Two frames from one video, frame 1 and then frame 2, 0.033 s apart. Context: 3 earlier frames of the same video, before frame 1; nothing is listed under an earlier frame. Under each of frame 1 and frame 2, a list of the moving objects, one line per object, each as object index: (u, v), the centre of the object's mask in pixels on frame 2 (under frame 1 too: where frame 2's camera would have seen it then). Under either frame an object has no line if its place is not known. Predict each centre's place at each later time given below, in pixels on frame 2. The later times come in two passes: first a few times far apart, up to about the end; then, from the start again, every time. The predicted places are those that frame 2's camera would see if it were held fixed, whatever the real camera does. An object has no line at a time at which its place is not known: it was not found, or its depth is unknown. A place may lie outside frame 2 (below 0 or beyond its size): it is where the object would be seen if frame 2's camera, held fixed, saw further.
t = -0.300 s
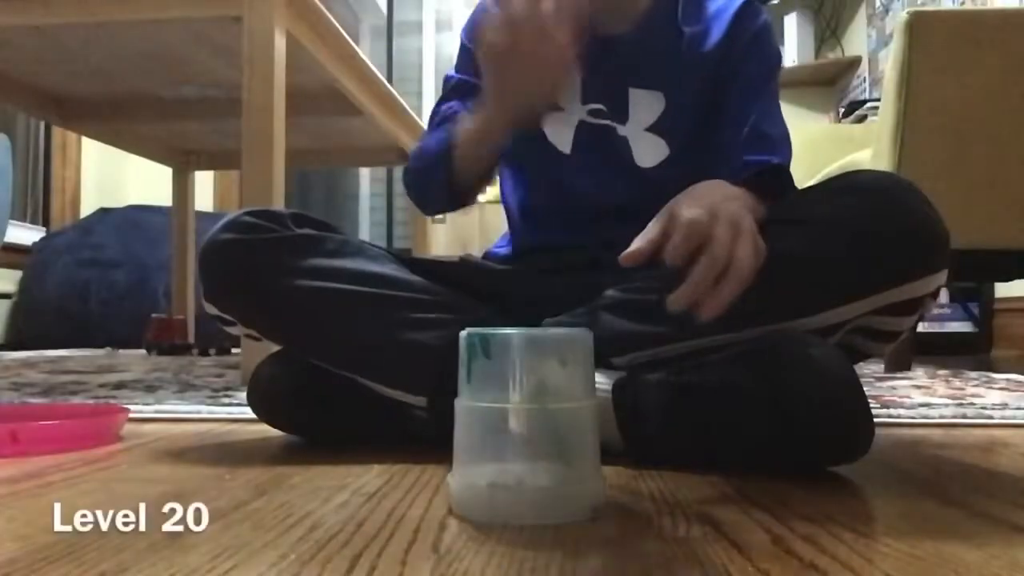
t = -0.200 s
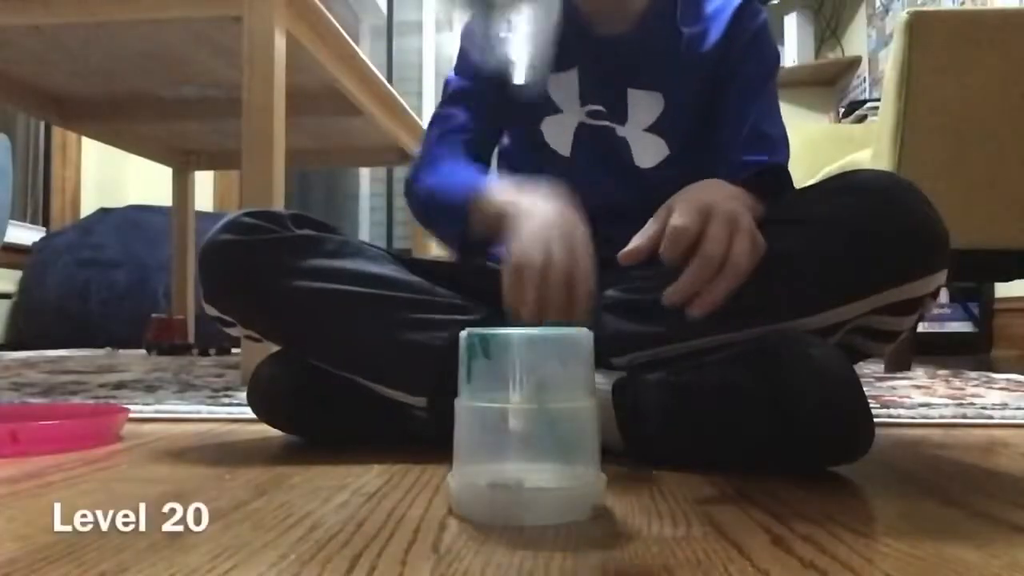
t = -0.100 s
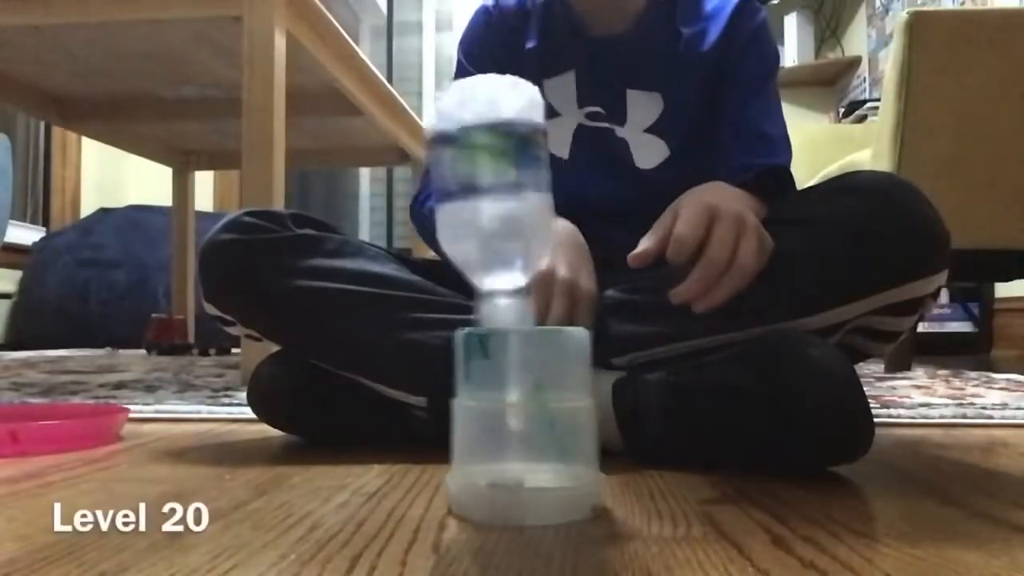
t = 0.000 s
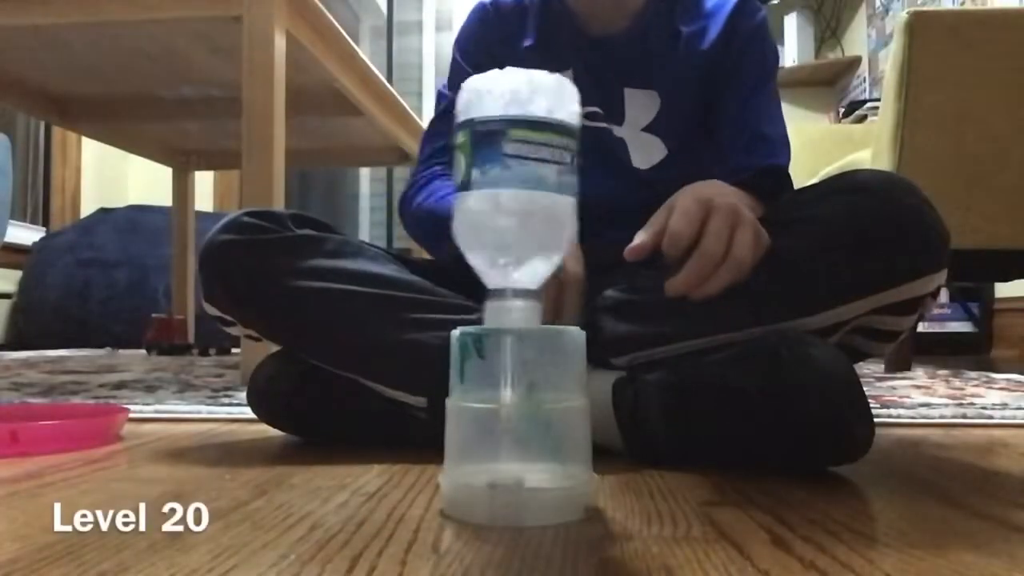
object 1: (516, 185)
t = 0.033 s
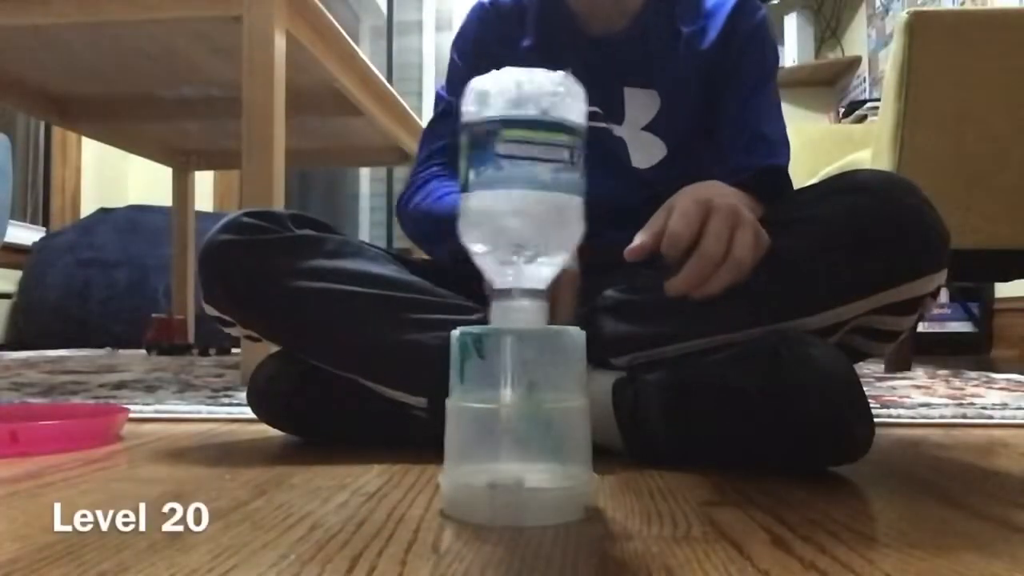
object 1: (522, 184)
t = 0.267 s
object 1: (532, 187)
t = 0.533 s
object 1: (532, 187)
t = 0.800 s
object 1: (532, 187)
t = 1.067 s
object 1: (532, 187)
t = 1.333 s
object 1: (532, 188)
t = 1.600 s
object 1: (532, 189)
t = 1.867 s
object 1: (532, 189)
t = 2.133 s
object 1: (532, 189)
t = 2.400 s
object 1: (532, 189)
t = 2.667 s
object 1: (532, 189)
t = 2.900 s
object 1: (531, 189)
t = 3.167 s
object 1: (532, 188)
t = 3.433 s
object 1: (532, 188)
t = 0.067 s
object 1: (528, 185)
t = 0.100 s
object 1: (533, 186)
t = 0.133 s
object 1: (533, 187)
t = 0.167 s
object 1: (533, 187)
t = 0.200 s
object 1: (532, 187)
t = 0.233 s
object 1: (532, 187)
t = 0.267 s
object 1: (532, 187)
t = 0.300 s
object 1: (532, 187)
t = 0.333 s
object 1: (532, 187)
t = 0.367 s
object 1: (532, 187)
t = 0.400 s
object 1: (532, 187)
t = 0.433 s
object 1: (532, 187)
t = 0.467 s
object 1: (532, 187)
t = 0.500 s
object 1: (532, 187)
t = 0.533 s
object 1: (532, 187)
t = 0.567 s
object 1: (532, 187)
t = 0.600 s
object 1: (532, 187)
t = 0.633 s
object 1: (532, 187)
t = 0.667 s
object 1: (532, 187)
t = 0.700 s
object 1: (532, 187)
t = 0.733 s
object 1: (532, 187)
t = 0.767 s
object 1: (532, 187)
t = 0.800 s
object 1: (532, 187)
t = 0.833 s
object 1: (532, 187)
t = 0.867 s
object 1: (532, 187)
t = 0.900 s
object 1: (532, 187)
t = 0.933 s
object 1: (532, 187)
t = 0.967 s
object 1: (532, 187)
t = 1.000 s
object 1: (532, 187)
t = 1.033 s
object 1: (532, 187)
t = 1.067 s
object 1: (532, 187)
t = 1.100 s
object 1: (532, 187)
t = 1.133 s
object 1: (532, 187)
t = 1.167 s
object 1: (532, 187)
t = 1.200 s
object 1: (532, 188)
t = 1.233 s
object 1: (532, 188)
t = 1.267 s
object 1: (532, 188)
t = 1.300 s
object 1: (532, 188)
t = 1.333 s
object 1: (532, 188)
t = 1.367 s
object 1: (532, 188)
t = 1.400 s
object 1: (532, 188)
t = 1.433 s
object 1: (532, 188)
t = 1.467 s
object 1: (532, 189)
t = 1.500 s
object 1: (532, 189)
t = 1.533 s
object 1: (532, 189)
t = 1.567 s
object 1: (532, 189)
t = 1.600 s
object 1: (532, 189)
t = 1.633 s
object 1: (531, 189)
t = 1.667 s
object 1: (532, 189)
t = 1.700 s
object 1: (531, 189)
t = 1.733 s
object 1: (532, 189)
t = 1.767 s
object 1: (532, 189)
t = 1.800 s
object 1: (532, 189)
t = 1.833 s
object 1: (532, 189)
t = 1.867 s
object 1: (532, 189)
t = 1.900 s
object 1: (532, 189)
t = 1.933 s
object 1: (532, 189)
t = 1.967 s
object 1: (532, 189)
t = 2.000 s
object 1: (532, 189)
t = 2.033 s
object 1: (532, 189)
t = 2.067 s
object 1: (532, 189)
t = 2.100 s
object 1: (532, 189)
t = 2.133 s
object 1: (532, 189)
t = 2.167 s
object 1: (532, 189)
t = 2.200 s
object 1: (532, 189)
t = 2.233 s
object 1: (532, 189)
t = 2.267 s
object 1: (532, 189)
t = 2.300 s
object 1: (532, 189)
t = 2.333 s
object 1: (532, 190)
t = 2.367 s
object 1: (532, 189)
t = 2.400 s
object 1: (532, 189)
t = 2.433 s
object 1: (532, 189)
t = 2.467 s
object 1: (532, 189)
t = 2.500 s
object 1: (532, 189)
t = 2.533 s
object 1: (532, 189)
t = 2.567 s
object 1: (532, 189)
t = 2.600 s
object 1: (532, 189)
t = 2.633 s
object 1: (532, 189)
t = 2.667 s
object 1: (532, 189)
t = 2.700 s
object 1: (532, 189)
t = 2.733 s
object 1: (532, 189)
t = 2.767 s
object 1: (532, 190)
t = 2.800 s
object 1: (532, 189)
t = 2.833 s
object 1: (532, 189)
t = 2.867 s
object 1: (532, 189)
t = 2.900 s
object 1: (531, 189)
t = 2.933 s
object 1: (531, 190)
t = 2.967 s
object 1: (531, 189)
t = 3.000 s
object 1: (531, 189)
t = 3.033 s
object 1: (531, 188)
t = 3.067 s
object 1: (531, 188)
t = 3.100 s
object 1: (531, 188)
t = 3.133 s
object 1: (532, 188)
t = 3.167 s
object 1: (532, 188)
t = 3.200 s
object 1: (532, 188)
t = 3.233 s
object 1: (532, 188)
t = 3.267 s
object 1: (532, 188)
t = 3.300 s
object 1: (532, 188)
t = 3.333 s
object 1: (532, 188)
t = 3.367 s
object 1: (532, 188)
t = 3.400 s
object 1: (532, 188)
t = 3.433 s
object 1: (532, 188)
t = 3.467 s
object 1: (532, 188)
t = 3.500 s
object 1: (532, 188)
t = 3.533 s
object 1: (532, 188)
